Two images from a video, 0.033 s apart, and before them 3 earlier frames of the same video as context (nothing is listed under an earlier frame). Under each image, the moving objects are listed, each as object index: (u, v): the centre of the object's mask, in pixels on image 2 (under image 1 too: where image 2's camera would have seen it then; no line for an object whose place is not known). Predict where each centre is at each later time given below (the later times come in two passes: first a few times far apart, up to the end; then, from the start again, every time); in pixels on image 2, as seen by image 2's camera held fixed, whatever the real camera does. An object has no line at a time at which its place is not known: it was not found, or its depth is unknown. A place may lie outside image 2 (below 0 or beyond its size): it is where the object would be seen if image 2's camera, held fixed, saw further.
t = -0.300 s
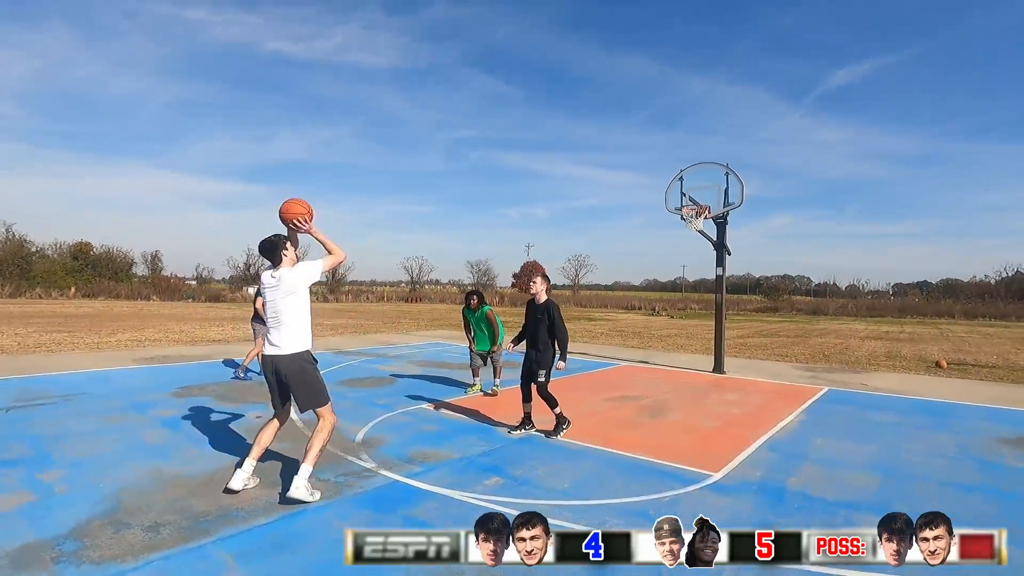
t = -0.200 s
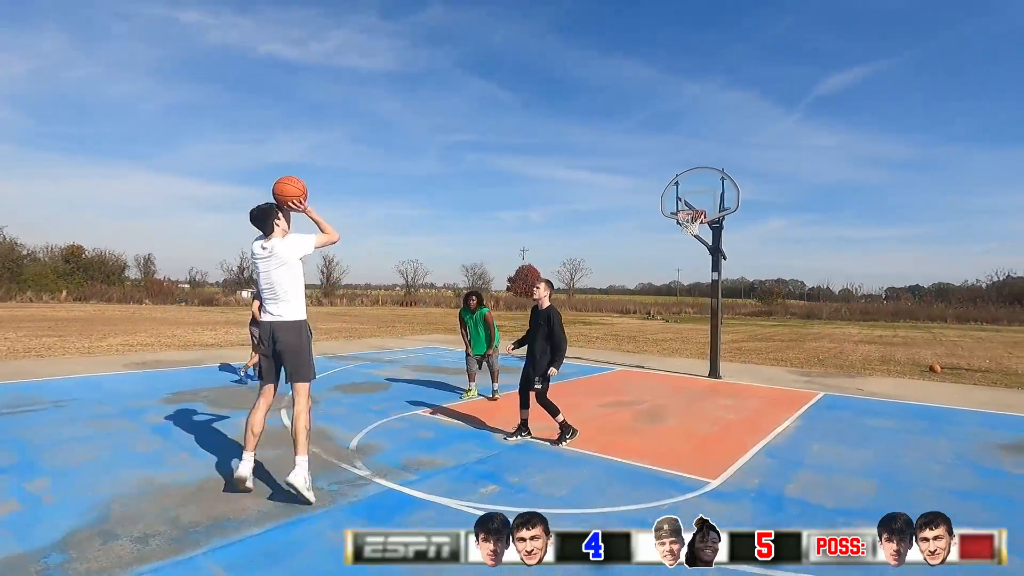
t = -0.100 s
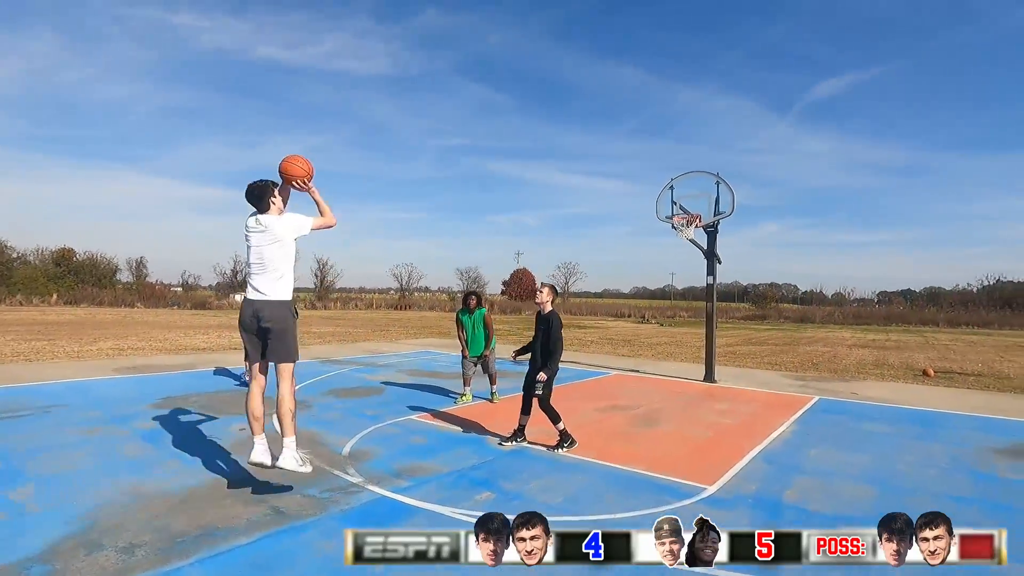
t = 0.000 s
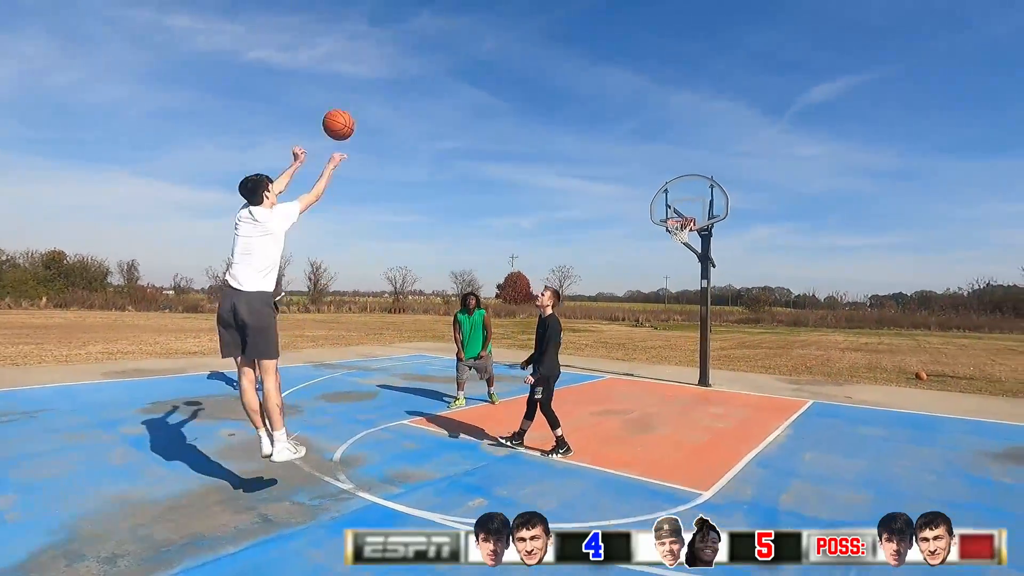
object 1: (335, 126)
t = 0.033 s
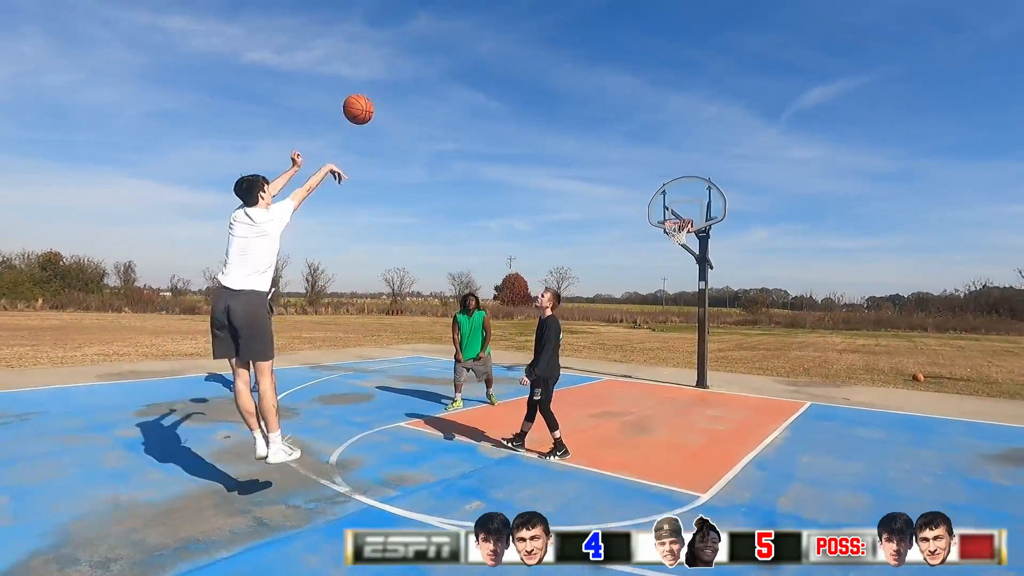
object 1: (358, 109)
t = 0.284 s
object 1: (486, 47)
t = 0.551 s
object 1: (574, 57)
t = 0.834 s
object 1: (638, 115)
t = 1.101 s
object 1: (682, 199)
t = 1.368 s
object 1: (660, 154)
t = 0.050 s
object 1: (369, 102)
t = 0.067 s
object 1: (379, 95)
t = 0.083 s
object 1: (389, 88)
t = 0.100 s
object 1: (398, 83)
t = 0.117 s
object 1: (408, 77)
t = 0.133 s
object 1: (416, 72)
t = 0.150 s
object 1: (425, 68)
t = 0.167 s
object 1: (433, 64)
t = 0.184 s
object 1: (442, 60)
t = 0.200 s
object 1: (450, 57)
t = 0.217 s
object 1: (457, 54)
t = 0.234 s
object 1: (464, 52)
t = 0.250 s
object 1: (472, 50)
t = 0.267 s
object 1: (479, 48)
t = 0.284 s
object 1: (486, 47)
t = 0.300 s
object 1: (492, 46)
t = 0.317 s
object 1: (499, 45)
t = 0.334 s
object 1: (505, 44)
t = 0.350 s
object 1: (511, 44)
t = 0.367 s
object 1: (517, 44)
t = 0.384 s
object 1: (523, 44)
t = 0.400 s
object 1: (529, 44)
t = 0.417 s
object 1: (534, 45)
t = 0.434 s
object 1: (540, 46)
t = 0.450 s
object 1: (545, 47)
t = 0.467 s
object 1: (550, 48)
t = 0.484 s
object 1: (555, 50)
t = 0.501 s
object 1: (560, 51)
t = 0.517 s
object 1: (565, 53)
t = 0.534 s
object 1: (569, 55)
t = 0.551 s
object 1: (574, 57)
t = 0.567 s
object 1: (578, 59)
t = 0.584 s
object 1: (583, 62)
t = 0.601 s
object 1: (587, 65)
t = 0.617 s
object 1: (591, 67)
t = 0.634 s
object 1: (595, 70)
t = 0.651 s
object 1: (599, 73)
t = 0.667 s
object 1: (603, 76)
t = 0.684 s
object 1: (607, 80)
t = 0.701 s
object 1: (611, 83)
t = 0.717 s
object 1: (615, 87)
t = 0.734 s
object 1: (618, 90)
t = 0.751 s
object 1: (622, 94)
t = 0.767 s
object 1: (625, 98)
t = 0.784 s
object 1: (628, 102)
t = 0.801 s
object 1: (632, 107)
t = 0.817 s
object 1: (635, 111)
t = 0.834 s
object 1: (638, 115)
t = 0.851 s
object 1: (641, 120)
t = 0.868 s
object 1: (645, 125)
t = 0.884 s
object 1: (648, 129)
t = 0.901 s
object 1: (650, 134)
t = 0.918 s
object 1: (653, 139)
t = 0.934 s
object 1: (656, 144)
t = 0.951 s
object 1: (659, 150)
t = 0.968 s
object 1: (662, 155)
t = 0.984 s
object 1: (664, 160)
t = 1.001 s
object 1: (667, 165)
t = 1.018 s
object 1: (670, 170)
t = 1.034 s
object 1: (673, 176)
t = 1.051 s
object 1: (675, 182)
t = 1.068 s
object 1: (677, 188)
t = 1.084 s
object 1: (680, 193)
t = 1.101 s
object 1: (682, 199)
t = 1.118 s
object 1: (685, 205)
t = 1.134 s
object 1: (687, 211)
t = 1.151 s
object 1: (688, 213)
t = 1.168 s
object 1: (686, 209)
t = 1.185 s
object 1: (684, 204)
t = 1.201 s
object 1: (682, 198)
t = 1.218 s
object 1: (680, 193)
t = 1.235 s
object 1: (678, 188)
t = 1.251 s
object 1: (676, 184)
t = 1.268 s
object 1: (674, 179)
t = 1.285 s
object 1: (672, 174)
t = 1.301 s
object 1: (670, 170)
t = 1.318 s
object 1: (667, 166)
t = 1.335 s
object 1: (665, 162)
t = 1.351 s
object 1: (662, 158)
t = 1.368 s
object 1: (660, 154)
